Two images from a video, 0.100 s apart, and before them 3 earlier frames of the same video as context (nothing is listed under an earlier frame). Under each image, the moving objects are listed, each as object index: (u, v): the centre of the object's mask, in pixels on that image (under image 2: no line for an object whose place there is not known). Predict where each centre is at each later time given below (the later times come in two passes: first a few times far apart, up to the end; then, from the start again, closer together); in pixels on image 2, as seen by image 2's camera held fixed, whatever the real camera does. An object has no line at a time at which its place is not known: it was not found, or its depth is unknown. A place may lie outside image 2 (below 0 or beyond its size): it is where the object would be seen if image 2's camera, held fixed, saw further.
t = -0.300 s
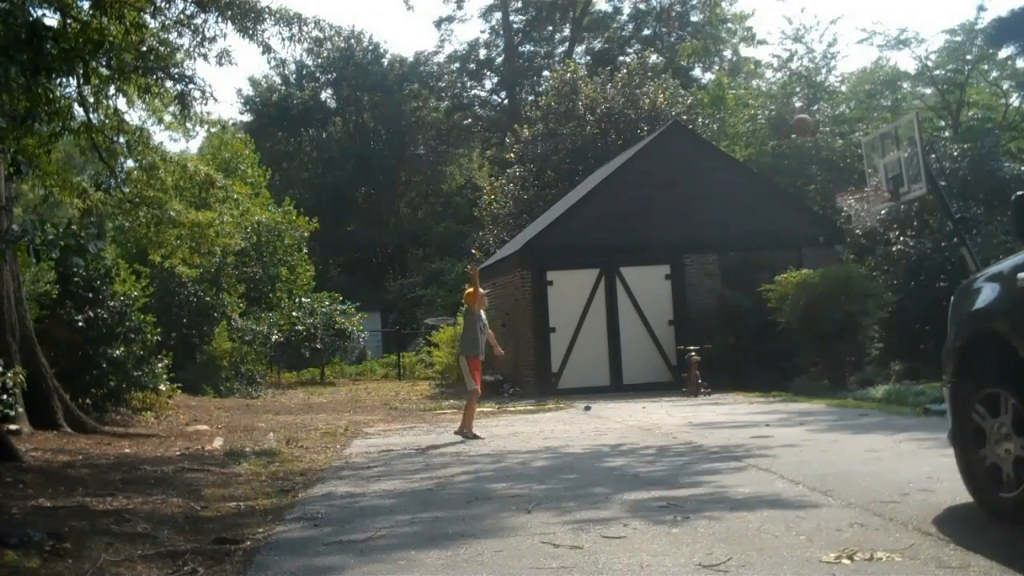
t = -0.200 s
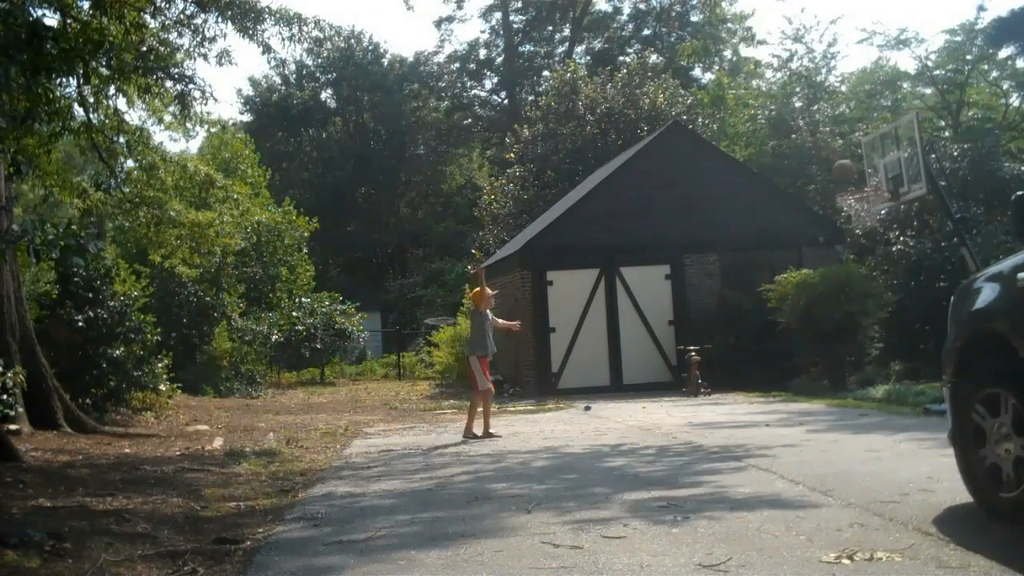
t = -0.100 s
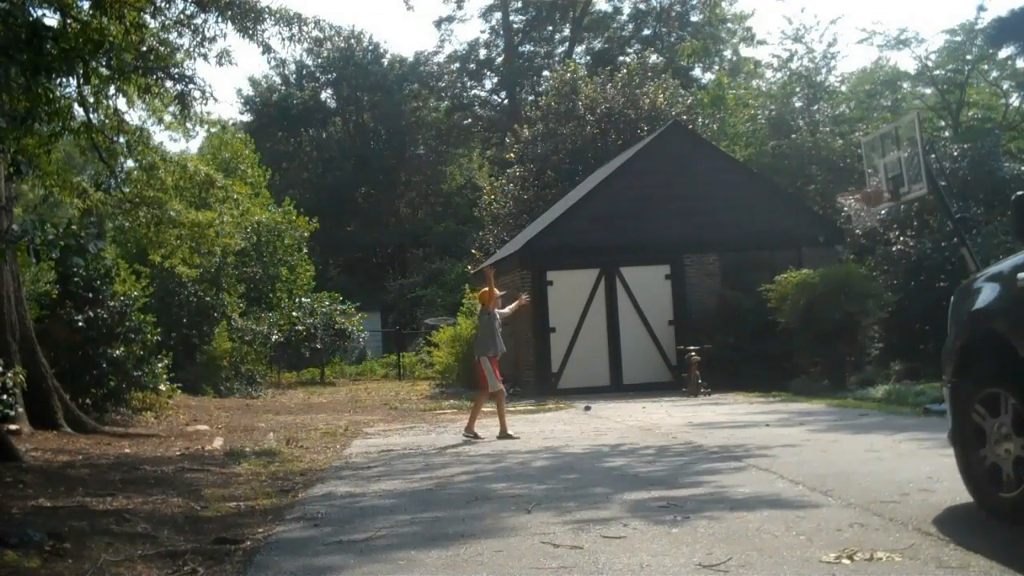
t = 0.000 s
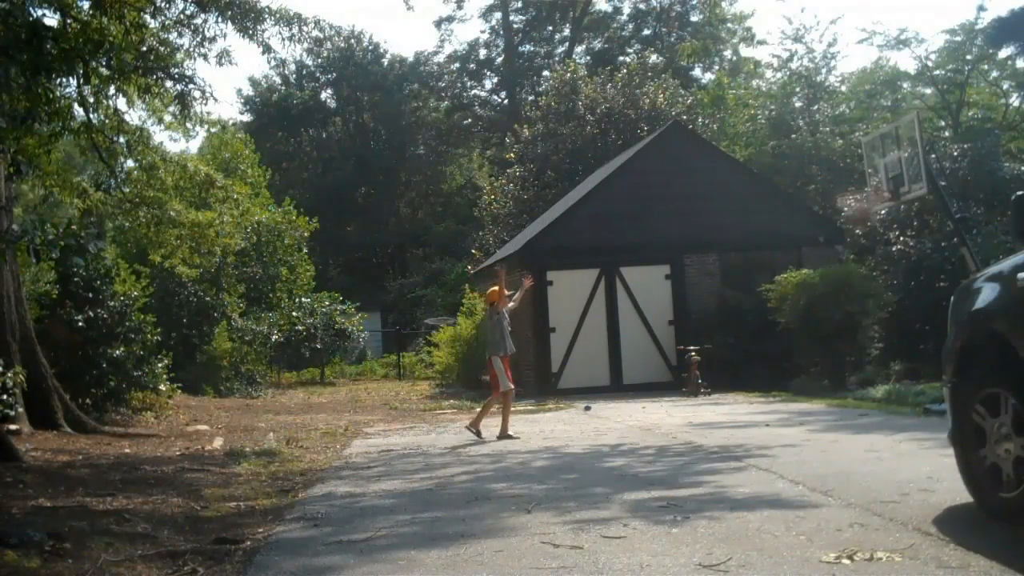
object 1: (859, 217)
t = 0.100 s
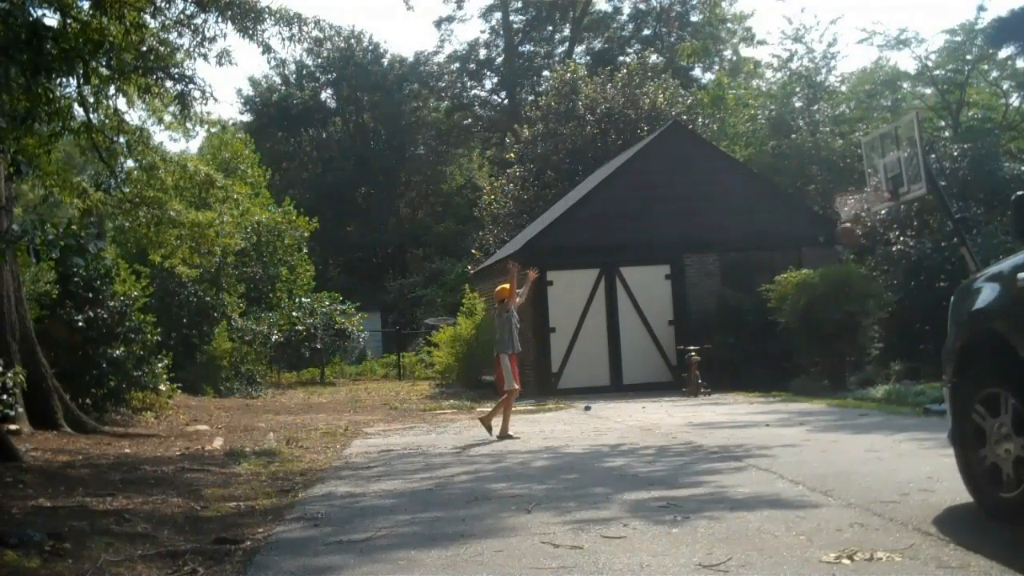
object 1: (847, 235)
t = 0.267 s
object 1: (827, 283)
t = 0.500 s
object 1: (802, 400)
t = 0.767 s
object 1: (767, 324)
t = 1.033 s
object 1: (737, 294)
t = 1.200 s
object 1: (720, 308)
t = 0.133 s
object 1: (842, 243)
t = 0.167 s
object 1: (838, 251)
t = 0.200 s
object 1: (833, 259)
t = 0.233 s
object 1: (829, 270)
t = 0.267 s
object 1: (827, 283)
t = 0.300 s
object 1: (822, 297)
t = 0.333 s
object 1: (818, 313)
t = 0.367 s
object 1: (815, 328)
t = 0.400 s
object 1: (811, 345)
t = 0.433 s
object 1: (808, 361)
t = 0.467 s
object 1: (805, 382)
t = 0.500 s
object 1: (802, 400)
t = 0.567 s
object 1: (794, 390)
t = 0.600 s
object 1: (789, 378)
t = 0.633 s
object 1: (784, 364)
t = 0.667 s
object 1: (780, 352)
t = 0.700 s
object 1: (775, 342)
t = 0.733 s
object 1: (771, 332)
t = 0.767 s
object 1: (767, 324)
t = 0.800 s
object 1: (763, 316)
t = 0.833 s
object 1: (758, 310)
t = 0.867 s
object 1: (755, 305)
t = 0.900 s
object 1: (751, 301)
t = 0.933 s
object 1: (747, 297)
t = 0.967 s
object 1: (744, 296)
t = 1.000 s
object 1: (740, 294)
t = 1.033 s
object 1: (737, 294)
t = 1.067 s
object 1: (733, 295)
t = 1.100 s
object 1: (730, 297)
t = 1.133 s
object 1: (726, 299)
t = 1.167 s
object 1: (723, 303)
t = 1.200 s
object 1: (720, 308)
